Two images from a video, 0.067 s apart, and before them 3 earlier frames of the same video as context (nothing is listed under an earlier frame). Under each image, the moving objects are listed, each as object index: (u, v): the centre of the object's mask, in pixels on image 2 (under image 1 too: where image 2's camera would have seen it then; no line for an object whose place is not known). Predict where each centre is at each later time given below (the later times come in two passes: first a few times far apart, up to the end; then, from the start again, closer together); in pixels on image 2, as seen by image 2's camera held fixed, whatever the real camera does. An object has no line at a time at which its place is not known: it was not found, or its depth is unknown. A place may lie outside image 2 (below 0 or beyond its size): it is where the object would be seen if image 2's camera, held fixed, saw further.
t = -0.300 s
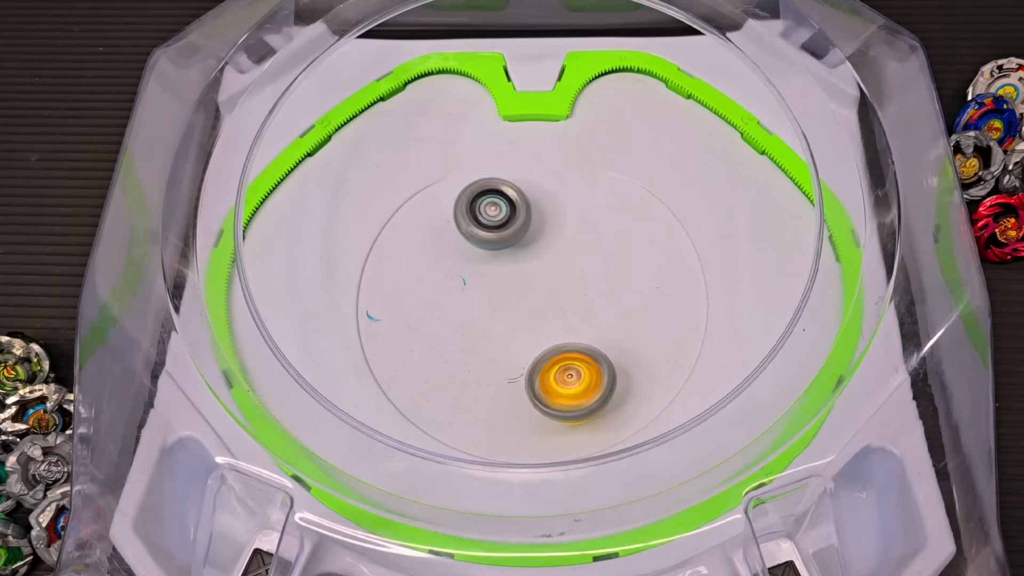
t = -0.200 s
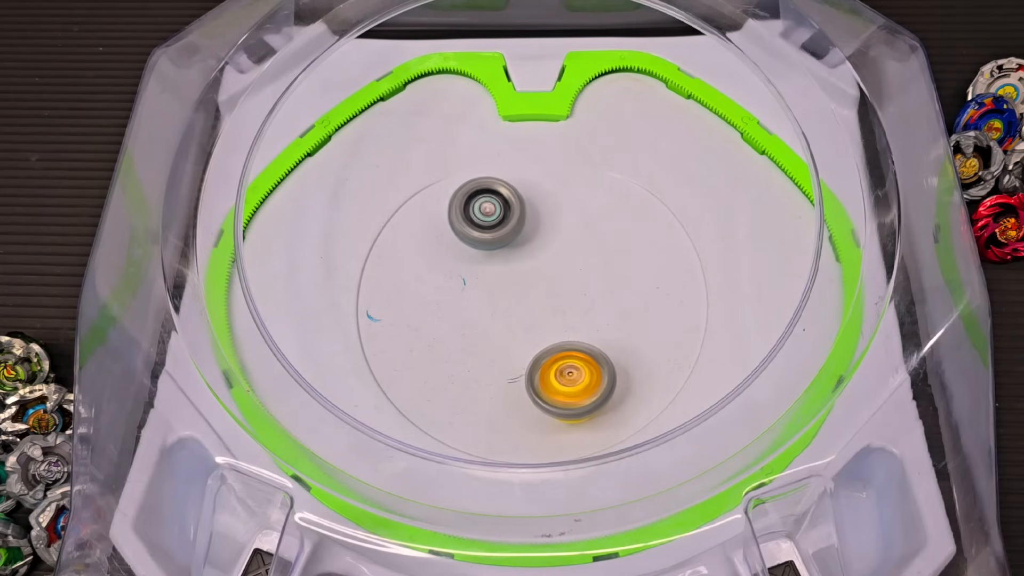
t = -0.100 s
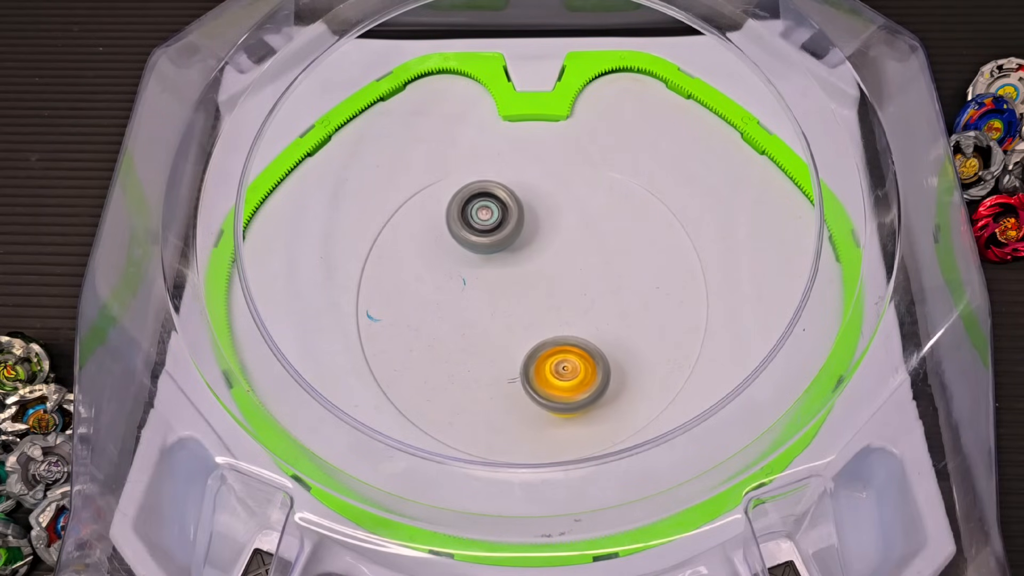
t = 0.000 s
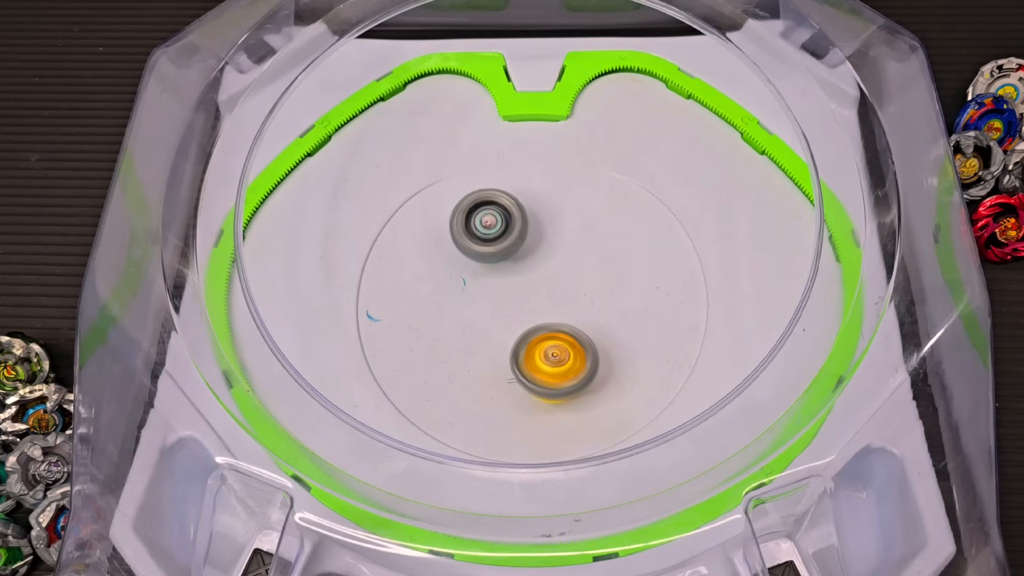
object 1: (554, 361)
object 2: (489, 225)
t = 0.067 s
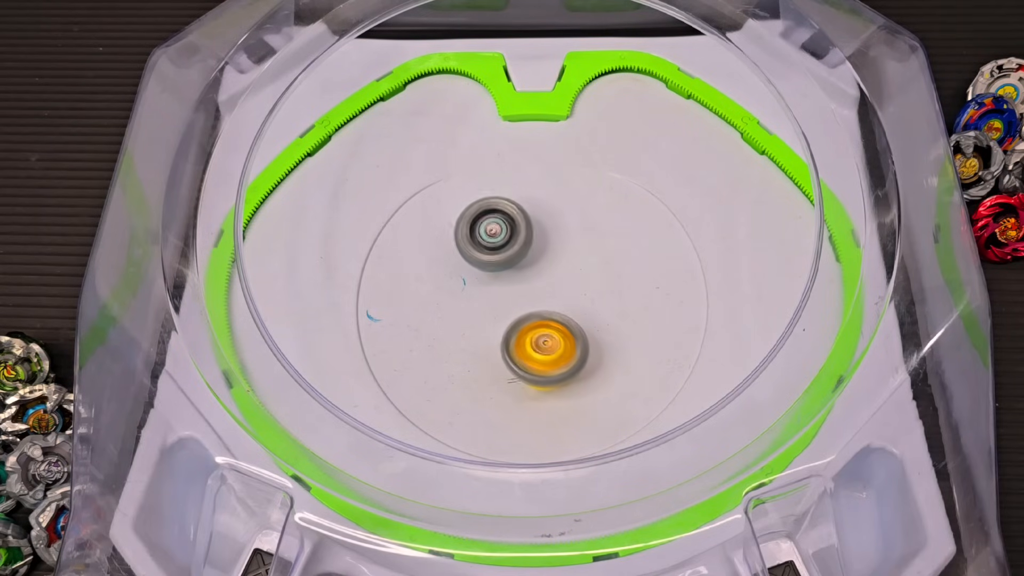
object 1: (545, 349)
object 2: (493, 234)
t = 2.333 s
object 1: (456, 243)
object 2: (530, 365)
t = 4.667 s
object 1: (538, 303)
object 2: (506, 233)
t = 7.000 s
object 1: (515, 233)
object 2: (556, 308)
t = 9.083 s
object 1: (588, 295)
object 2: (506, 253)
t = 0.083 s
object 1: (542, 345)
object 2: (495, 236)
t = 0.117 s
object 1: (537, 338)
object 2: (498, 240)
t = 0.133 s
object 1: (534, 335)
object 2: (500, 243)
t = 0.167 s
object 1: (529, 328)
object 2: (503, 247)
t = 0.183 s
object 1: (526, 324)
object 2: (505, 250)
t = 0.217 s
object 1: (524, 346)
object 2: (507, 226)
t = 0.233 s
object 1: (522, 361)
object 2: (508, 211)
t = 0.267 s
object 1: (518, 381)
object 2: (513, 189)
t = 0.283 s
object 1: (516, 389)
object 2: (515, 181)
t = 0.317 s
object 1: (512, 397)
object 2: (518, 172)
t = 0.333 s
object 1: (511, 399)
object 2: (518, 170)
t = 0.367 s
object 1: (512, 397)
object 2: (516, 169)
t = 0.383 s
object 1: (514, 395)
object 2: (514, 168)
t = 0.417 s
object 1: (520, 390)
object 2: (512, 168)
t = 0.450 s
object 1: (526, 386)
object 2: (509, 167)
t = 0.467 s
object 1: (528, 385)
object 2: (508, 168)
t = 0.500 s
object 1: (532, 383)
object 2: (507, 170)
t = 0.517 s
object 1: (533, 382)
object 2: (506, 172)
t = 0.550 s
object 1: (534, 379)
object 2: (505, 176)
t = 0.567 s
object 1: (535, 377)
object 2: (505, 178)
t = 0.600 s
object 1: (537, 373)
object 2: (505, 182)
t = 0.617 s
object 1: (538, 370)
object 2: (505, 185)
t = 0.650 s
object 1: (540, 365)
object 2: (505, 190)
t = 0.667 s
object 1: (540, 362)
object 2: (506, 193)
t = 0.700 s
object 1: (542, 356)
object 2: (507, 200)
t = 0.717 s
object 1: (542, 353)
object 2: (507, 203)
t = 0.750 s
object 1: (544, 346)
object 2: (508, 211)
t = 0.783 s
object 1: (545, 338)
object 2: (509, 219)
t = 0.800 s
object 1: (546, 335)
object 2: (510, 223)
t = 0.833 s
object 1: (547, 326)
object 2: (511, 231)
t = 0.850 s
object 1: (547, 322)
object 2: (512, 236)
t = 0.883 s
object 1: (547, 314)
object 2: (513, 245)
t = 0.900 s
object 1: (550, 321)
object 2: (512, 240)
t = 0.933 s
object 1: (560, 350)
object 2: (505, 213)
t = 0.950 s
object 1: (563, 361)
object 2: (504, 204)
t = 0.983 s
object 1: (569, 378)
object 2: (502, 190)
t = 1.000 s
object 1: (571, 382)
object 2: (502, 187)
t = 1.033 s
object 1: (577, 385)
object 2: (502, 186)
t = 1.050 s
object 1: (581, 384)
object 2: (502, 186)
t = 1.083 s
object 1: (591, 382)
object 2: (497, 189)
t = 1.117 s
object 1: (601, 377)
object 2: (492, 190)
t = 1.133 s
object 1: (606, 375)
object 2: (490, 192)
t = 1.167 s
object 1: (615, 370)
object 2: (486, 194)
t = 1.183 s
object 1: (619, 367)
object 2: (485, 195)
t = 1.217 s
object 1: (626, 362)
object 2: (481, 198)
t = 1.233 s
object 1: (629, 358)
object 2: (480, 200)
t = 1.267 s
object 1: (634, 352)
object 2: (477, 204)
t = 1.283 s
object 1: (636, 348)
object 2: (475, 206)
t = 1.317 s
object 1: (639, 342)
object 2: (473, 211)
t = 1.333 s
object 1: (639, 338)
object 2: (472, 213)
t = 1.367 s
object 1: (640, 331)
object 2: (471, 219)
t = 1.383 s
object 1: (640, 327)
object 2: (470, 221)
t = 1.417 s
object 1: (639, 319)
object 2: (469, 227)
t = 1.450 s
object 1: (637, 312)
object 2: (468, 234)
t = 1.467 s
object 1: (636, 308)
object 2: (468, 237)
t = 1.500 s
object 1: (632, 301)
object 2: (468, 244)
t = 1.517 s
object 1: (630, 297)
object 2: (468, 247)
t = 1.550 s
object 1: (626, 289)
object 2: (469, 254)
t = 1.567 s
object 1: (624, 286)
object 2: (469, 258)
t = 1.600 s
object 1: (619, 279)
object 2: (471, 266)
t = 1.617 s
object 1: (616, 276)
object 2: (471, 269)
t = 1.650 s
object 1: (609, 269)
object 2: (472, 277)
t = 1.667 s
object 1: (606, 266)
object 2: (473, 280)
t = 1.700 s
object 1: (598, 260)
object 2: (475, 288)
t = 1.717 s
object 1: (595, 258)
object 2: (476, 291)
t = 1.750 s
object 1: (587, 252)
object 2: (478, 299)
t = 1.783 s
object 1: (579, 248)
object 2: (480, 306)
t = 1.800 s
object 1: (574, 245)
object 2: (481, 309)
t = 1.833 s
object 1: (565, 241)
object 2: (484, 316)
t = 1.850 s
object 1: (561, 239)
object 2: (485, 319)
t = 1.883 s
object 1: (552, 236)
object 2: (488, 325)
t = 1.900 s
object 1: (547, 234)
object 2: (489, 328)
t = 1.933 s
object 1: (538, 231)
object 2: (492, 333)
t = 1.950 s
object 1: (534, 230)
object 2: (493, 336)
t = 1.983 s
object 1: (525, 229)
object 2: (496, 341)
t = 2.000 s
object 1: (521, 228)
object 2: (498, 344)
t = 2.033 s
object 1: (511, 227)
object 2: (501, 348)
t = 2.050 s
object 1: (507, 227)
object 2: (502, 350)
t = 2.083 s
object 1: (499, 226)
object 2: (505, 354)
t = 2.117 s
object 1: (491, 227)
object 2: (508, 358)
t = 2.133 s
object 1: (487, 227)
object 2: (510, 359)
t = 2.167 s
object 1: (479, 229)
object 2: (513, 362)
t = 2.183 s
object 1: (476, 230)
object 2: (515, 363)
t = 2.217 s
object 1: (470, 232)
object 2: (518, 365)
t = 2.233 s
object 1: (467, 233)
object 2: (519, 365)
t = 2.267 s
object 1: (463, 236)
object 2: (523, 366)
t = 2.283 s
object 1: (460, 238)
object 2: (524, 366)
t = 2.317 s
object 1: (457, 241)
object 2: (528, 366)
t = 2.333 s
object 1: (456, 243)
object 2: (530, 365)
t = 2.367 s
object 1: (453, 246)
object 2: (533, 364)
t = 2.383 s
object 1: (453, 249)
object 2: (535, 364)
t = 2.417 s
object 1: (452, 252)
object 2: (538, 362)
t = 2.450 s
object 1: (452, 257)
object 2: (542, 359)
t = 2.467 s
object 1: (452, 259)
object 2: (543, 357)
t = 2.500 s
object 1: (453, 263)
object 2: (546, 354)
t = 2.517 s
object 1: (454, 266)
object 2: (547, 352)
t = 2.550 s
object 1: (456, 270)
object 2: (551, 347)
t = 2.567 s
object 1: (457, 272)
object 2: (552, 345)
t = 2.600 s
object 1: (461, 277)
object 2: (555, 341)
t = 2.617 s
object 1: (463, 279)
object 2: (557, 339)
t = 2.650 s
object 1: (467, 283)
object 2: (559, 334)
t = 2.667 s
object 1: (470, 285)
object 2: (560, 331)
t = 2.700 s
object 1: (475, 290)
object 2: (562, 326)
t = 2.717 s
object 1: (478, 292)
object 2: (563, 323)
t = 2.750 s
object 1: (484, 295)
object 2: (567, 319)
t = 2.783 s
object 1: (465, 285)
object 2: (598, 323)
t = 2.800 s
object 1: (457, 281)
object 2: (612, 324)
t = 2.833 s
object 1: (447, 275)
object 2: (632, 324)
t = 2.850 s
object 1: (445, 273)
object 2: (639, 322)
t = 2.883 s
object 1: (443, 271)
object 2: (648, 318)
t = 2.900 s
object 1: (443, 271)
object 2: (653, 315)
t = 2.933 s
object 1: (444, 273)
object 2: (662, 310)
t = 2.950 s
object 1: (445, 275)
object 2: (667, 308)
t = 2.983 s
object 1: (447, 278)
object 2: (676, 303)
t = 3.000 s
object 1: (447, 279)
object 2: (680, 301)
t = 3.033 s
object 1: (448, 281)
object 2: (687, 297)
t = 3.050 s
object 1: (449, 282)
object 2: (690, 296)
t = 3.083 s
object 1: (450, 284)
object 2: (695, 293)
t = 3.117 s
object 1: (453, 286)
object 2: (700, 291)
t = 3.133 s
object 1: (454, 286)
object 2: (700, 290)
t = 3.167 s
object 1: (457, 287)
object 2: (696, 287)
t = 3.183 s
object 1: (459, 288)
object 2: (695, 286)
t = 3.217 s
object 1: (463, 289)
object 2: (695, 285)
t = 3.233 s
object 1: (466, 289)
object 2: (696, 284)
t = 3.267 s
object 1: (471, 290)
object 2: (695, 284)
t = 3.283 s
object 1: (473, 290)
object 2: (695, 284)
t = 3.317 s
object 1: (478, 291)
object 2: (693, 284)
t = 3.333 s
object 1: (481, 291)
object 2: (690, 284)
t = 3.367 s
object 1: (487, 291)
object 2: (687, 284)
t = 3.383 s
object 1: (490, 291)
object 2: (685, 284)
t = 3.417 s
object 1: (497, 291)
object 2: (680, 283)
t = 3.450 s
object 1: (503, 290)
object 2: (674, 282)
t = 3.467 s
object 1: (506, 290)
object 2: (671, 282)
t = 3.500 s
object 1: (513, 289)
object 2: (664, 281)
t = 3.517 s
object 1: (517, 289)
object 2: (661, 280)
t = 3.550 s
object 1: (525, 288)
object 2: (653, 279)
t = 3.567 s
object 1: (528, 288)
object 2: (648, 278)
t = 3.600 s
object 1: (535, 287)
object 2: (639, 275)
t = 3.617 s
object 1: (539, 286)
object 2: (635, 275)
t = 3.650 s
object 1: (543, 285)
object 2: (629, 271)
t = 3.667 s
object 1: (540, 285)
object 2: (630, 269)
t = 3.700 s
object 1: (537, 284)
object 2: (627, 266)
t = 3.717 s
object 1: (537, 284)
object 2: (624, 264)
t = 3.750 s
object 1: (537, 284)
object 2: (617, 260)
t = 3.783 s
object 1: (525, 286)
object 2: (625, 251)
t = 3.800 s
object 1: (520, 287)
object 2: (626, 248)
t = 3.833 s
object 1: (513, 288)
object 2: (624, 243)
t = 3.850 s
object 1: (511, 289)
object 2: (622, 240)
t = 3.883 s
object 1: (509, 292)
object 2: (619, 234)
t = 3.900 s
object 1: (508, 293)
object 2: (617, 232)
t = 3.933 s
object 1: (507, 297)
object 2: (614, 227)
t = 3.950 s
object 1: (507, 298)
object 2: (612, 225)
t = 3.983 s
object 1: (507, 302)
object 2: (609, 221)
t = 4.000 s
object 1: (507, 303)
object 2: (606, 219)
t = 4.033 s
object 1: (507, 306)
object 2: (602, 215)
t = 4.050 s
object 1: (507, 307)
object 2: (600, 214)
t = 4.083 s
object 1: (508, 309)
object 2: (595, 211)
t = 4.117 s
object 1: (509, 311)
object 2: (591, 209)
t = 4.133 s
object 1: (509, 312)
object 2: (588, 207)
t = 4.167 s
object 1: (510, 314)
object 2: (584, 206)
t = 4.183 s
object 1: (511, 314)
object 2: (581, 205)
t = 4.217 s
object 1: (512, 316)
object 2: (576, 204)
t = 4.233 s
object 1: (512, 316)
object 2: (573, 204)
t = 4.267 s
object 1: (514, 317)
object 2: (568, 204)
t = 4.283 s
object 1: (515, 317)
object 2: (565, 204)
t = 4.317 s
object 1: (517, 317)
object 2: (560, 205)
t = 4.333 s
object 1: (518, 317)
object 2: (557, 206)
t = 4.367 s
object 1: (520, 317)
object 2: (551, 207)
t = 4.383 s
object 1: (521, 317)
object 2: (549, 208)
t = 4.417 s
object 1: (523, 316)
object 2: (543, 210)
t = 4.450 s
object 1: (525, 315)
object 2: (538, 212)
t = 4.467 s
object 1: (526, 315)
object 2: (536, 214)
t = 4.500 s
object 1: (528, 313)
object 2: (530, 217)
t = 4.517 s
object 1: (529, 313)
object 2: (528, 218)
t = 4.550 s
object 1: (531, 311)
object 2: (523, 221)
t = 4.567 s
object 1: (532, 310)
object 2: (520, 223)
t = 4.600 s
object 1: (534, 308)
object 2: (515, 226)
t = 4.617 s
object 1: (535, 307)
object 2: (513, 228)
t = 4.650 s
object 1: (537, 305)
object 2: (508, 231)
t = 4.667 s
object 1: (538, 303)
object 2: (506, 233)
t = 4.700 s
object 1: (540, 301)
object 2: (501, 237)
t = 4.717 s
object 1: (541, 301)
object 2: (499, 238)
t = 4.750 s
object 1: (543, 300)
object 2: (494, 240)
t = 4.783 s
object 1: (545, 299)
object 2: (490, 243)
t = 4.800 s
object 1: (546, 298)
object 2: (487, 245)
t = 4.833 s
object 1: (548, 296)
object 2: (483, 247)
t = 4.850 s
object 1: (549, 296)
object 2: (481, 248)
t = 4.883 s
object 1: (550, 294)
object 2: (477, 251)
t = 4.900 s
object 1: (551, 293)
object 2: (475, 253)
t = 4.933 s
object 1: (553, 291)
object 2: (472, 255)
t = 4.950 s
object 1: (553, 290)
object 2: (470, 257)
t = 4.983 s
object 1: (555, 289)
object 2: (467, 260)
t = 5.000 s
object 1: (556, 288)
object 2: (466, 261)
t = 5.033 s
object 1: (557, 286)
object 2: (463, 264)
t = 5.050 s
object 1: (558, 286)
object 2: (462, 266)
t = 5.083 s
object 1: (559, 284)
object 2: (461, 269)
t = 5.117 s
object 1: (560, 282)
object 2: (460, 272)
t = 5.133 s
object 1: (561, 281)
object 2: (460, 274)
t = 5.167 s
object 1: (561, 279)
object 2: (459, 277)
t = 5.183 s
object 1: (562, 278)
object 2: (459, 278)
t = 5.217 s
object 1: (562, 276)
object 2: (460, 281)
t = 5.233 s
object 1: (562, 276)
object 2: (460, 282)
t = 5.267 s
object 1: (562, 274)
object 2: (461, 285)
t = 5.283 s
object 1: (563, 273)
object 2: (463, 287)
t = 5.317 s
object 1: (562, 272)
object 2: (464, 290)
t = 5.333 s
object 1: (563, 272)
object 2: (465, 291)
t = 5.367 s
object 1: (562, 271)
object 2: (468, 294)
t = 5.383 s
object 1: (562, 270)
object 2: (470, 296)
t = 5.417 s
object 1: (562, 269)
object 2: (473, 299)
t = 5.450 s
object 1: (561, 268)
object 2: (477, 301)
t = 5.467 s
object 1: (561, 268)
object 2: (479, 303)
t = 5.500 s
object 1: (561, 268)
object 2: (483, 305)
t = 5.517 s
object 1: (560, 267)
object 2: (485, 306)
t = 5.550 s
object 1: (565, 265)
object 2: (484, 310)
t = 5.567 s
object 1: (566, 264)
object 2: (484, 311)
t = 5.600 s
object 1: (566, 263)
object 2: (488, 314)
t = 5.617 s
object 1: (566, 262)
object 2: (489, 316)
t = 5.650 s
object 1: (566, 261)
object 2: (492, 319)
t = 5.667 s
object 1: (566, 261)
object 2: (493, 320)
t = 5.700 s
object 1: (567, 260)
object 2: (497, 323)
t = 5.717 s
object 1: (567, 260)
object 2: (498, 325)
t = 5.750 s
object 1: (566, 259)
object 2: (502, 327)
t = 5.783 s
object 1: (566, 259)
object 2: (505, 329)
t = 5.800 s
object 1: (566, 259)
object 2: (507, 330)
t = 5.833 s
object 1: (566, 258)
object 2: (510, 332)
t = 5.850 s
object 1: (565, 258)
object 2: (512, 332)
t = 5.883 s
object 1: (564, 258)
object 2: (516, 333)
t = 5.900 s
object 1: (564, 258)
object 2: (517, 334)
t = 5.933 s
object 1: (563, 259)
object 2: (521, 335)
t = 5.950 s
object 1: (562, 259)
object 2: (523, 335)
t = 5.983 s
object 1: (561, 259)
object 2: (526, 335)
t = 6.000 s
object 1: (561, 259)
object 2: (528, 335)
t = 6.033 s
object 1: (560, 260)
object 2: (531, 335)
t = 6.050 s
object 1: (559, 260)
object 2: (533, 335)
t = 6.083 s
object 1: (559, 260)
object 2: (536, 336)
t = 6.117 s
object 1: (558, 261)
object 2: (538, 336)
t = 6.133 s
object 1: (558, 260)
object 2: (540, 337)
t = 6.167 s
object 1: (557, 260)
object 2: (542, 337)
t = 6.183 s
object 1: (556, 260)
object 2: (543, 337)
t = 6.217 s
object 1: (557, 250)
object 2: (542, 348)
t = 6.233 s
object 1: (561, 239)
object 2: (541, 357)
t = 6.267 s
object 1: (563, 222)
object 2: (537, 370)
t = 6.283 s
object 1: (563, 216)
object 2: (536, 373)
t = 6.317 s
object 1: (562, 209)
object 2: (537, 376)
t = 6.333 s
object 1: (560, 206)
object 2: (538, 378)
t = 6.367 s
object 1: (555, 200)
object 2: (539, 381)
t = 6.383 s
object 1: (554, 198)
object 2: (539, 382)
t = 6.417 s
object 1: (549, 193)
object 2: (540, 384)
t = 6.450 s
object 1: (546, 190)
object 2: (540, 385)
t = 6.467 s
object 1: (544, 188)
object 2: (540, 386)
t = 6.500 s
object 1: (541, 187)
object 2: (539, 386)
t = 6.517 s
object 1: (539, 187)
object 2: (539, 385)
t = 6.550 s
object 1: (537, 186)
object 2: (539, 384)
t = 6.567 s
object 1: (536, 187)
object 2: (539, 383)
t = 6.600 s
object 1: (534, 187)
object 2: (538, 381)
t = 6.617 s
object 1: (533, 188)
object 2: (538, 379)
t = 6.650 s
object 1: (531, 189)
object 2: (538, 376)
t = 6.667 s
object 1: (530, 190)
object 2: (538, 374)
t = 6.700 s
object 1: (529, 191)
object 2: (538, 370)
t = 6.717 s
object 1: (528, 192)
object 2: (539, 367)
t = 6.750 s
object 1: (526, 194)
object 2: (539, 362)
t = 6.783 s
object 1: (525, 196)
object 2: (540, 356)
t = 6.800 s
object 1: (524, 198)
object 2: (540, 352)
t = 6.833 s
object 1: (523, 201)
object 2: (542, 346)
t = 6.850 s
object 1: (522, 204)
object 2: (543, 342)
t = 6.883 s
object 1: (520, 209)
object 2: (545, 335)
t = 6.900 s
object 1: (519, 211)
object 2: (546, 331)
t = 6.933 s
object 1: (518, 218)
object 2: (549, 323)
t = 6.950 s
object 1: (517, 222)
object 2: (550, 319)
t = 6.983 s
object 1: (516, 229)
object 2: (554, 312)
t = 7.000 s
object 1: (515, 233)
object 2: (556, 308)
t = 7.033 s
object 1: (513, 236)
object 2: (562, 304)
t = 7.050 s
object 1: (508, 233)
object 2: (569, 308)
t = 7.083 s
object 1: (503, 231)
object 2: (577, 310)
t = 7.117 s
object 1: (500, 235)
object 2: (584, 307)
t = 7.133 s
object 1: (498, 237)
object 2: (587, 304)
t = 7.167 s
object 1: (494, 242)
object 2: (596, 301)
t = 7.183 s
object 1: (492, 244)
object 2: (600, 301)
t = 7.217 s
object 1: (489, 250)
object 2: (606, 298)
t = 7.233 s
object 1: (488, 252)
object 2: (609, 297)
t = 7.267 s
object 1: (486, 258)
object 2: (616, 295)
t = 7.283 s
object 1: (485, 261)
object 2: (619, 294)
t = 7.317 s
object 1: (484, 266)
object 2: (624, 293)
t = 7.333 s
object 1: (483, 269)
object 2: (626, 292)
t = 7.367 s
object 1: (483, 275)
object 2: (630, 291)
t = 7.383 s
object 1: (483, 277)
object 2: (632, 290)
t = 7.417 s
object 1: (483, 283)
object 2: (635, 290)
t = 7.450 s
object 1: (484, 288)
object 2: (638, 289)
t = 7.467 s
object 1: (484, 290)
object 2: (638, 289)
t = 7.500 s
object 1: (485, 294)
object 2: (639, 288)
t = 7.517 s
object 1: (486, 297)
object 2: (640, 288)
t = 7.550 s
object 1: (487, 301)
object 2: (641, 289)
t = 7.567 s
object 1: (488, 303)
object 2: (640, 289)
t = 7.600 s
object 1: (490, 306)
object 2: (639, 289)
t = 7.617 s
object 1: (491, 309)
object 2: (638, 289)
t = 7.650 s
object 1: (492, 312)
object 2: (636, 289)
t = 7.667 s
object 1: (494, 313)
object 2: (634, 289)
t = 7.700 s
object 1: (496, 316)
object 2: (630, 288)
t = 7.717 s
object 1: (497, 317)
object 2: (629, 288)
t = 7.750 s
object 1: (499, 319)
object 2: (624, 288)
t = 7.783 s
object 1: (502, 321)
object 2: (620, 286)
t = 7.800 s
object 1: (503, 322)
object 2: (617, 286)
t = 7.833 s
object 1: (505, 324)
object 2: (612, 284)
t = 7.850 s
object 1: (506, 325)
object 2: (609, 283)
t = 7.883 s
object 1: (509, 326)
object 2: (603, 281)
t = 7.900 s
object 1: (510, 327)
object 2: (600, 280)
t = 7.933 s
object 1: (513, 328)
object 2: (593, 277)
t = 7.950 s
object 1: (514, 328)
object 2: (589, 276)
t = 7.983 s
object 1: (517, 329)
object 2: (583, 272)
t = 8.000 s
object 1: (518, 329)
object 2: (579, 271)
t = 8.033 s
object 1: (521, 329)
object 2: (572, 267)
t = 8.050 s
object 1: (522, 329)
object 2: (569, 265)
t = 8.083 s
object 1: (525, 329)
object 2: (562, 261)
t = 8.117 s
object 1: (527, 329)
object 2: (556, 256)
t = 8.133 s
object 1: (529, 329)
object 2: (552, 254)
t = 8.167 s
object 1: (531, 328)
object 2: (546, 250)
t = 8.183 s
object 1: (533, 328)
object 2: (544, 247)
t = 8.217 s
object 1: (535, 327)
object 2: (539, 243)
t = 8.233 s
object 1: (537, 327)
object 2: (536, 241)
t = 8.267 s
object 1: (539, 326)
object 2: (532, 236)
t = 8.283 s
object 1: (540, 325)
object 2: (530, 234)
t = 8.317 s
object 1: (543, 324)
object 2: (526, 230)
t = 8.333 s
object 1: (544, 323)
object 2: (524, 229)
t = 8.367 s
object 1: (546, 322)
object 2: (521, 225)
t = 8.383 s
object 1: (547, 321)
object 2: (520, 224)
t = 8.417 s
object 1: (550, 320)
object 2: (517, 221)
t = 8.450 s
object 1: (551, 318)
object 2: (516, 218)
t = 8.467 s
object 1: (553, 317)
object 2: (515, 217)
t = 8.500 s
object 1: (555, 315)
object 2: (514, 215)
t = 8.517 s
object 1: (556, 314)
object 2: (513, 214)
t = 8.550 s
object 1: (558, 312)
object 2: (513, 213)
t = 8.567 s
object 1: (558, 312)
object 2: (513, 213)
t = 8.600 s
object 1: (560, 309)
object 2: (513, 213)
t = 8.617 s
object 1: (561, 308)
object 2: (513, 212)
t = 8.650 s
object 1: (563, 306)
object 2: (513, 213)
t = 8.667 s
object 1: (564, 305)
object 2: (514, 214)
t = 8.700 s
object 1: (565, 303)
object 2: (515, 216)
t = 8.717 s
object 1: (567, 300)
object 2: (516, 218)
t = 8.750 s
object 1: (568, 298)
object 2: (518, 221)
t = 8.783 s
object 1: (569, 296)
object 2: (519, 224)
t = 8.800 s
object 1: (570, 295)
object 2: (519, 226)
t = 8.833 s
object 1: (571, 293)
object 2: (519, 230)
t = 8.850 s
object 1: (571, 291)
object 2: (520, 232)
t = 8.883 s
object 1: (574, 293)
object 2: (519, 234)
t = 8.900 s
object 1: (576, 294)
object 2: (518, 234)
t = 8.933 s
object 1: (578, 294)
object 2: (518, 237)
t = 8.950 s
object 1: (578, 294)
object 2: (518, 239)
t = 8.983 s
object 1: (580, 293)
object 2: (516, 244)
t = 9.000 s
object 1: (581, 293)
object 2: (515, 246)
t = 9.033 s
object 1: (582, 292)
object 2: (515, 250)
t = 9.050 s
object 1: (583, 292)
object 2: (514, 252)
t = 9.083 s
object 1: (588, 295)
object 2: (506, 253)
